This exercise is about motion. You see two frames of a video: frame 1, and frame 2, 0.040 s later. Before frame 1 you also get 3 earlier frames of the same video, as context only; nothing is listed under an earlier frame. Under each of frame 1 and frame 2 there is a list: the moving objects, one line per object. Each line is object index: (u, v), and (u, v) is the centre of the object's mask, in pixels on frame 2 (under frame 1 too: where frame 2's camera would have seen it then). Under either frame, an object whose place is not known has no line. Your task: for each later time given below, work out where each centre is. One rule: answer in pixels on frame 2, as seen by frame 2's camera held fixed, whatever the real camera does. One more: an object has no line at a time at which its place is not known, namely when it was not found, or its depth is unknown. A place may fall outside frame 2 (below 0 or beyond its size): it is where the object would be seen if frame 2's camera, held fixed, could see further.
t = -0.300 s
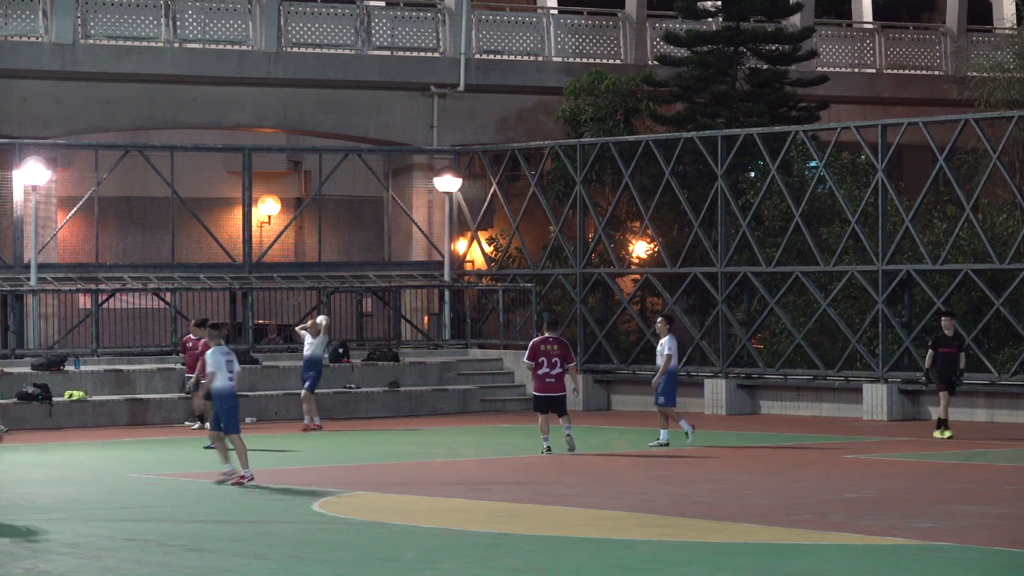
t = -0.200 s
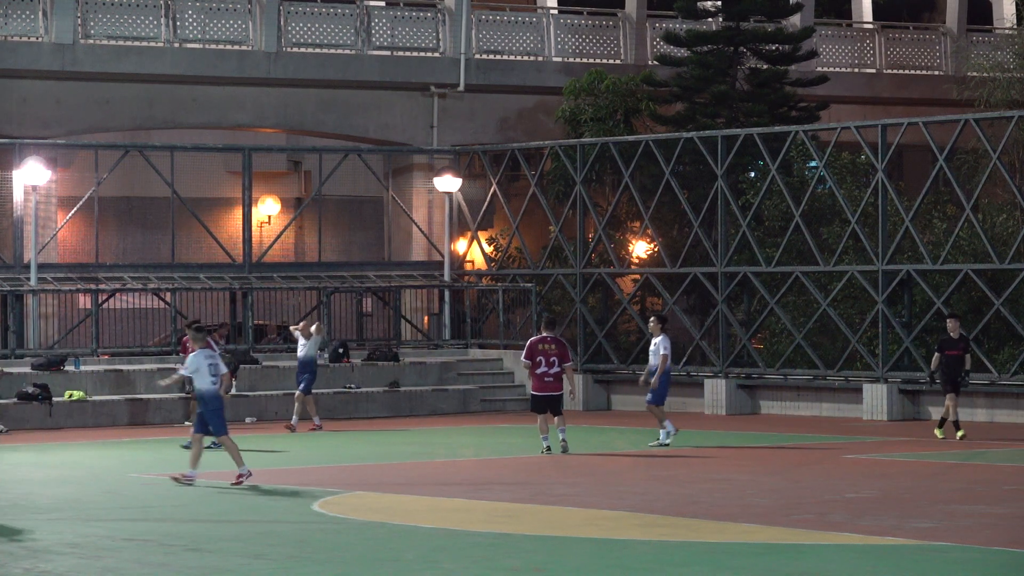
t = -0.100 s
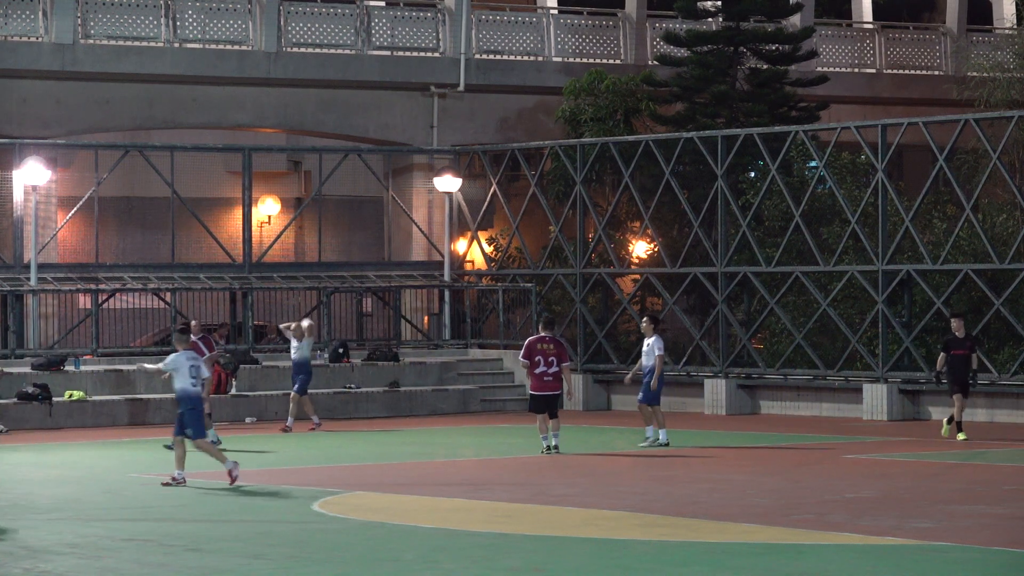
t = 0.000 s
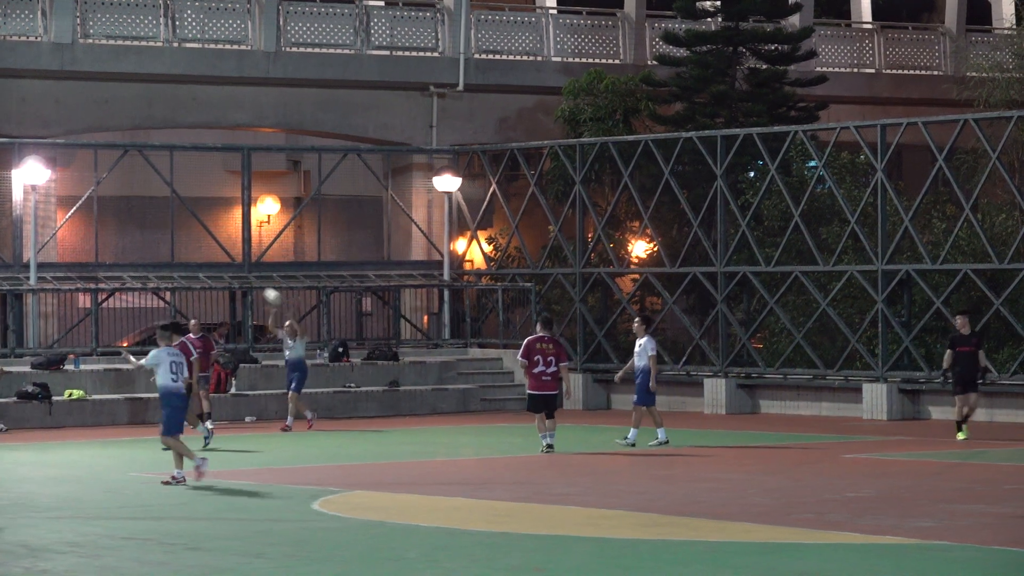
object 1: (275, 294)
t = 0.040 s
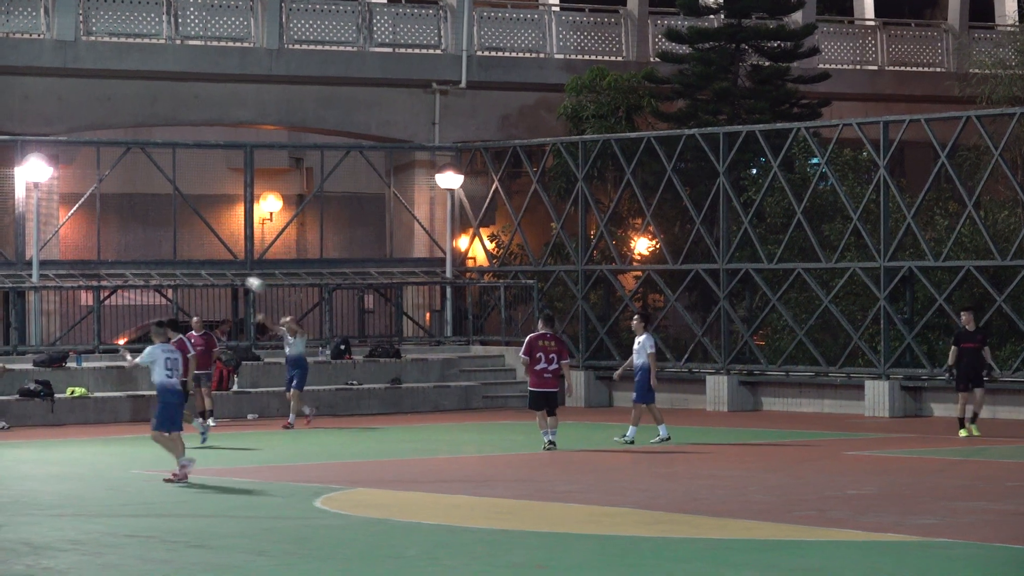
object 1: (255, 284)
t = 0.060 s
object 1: (245, 281)
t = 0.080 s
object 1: (236, 277)
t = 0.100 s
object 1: (226, 273)
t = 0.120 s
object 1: (216, 270)
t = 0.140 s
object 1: (206, 267)
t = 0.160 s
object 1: (197, 264)
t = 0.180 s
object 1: (186, 261)
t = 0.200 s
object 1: (176, 259)
